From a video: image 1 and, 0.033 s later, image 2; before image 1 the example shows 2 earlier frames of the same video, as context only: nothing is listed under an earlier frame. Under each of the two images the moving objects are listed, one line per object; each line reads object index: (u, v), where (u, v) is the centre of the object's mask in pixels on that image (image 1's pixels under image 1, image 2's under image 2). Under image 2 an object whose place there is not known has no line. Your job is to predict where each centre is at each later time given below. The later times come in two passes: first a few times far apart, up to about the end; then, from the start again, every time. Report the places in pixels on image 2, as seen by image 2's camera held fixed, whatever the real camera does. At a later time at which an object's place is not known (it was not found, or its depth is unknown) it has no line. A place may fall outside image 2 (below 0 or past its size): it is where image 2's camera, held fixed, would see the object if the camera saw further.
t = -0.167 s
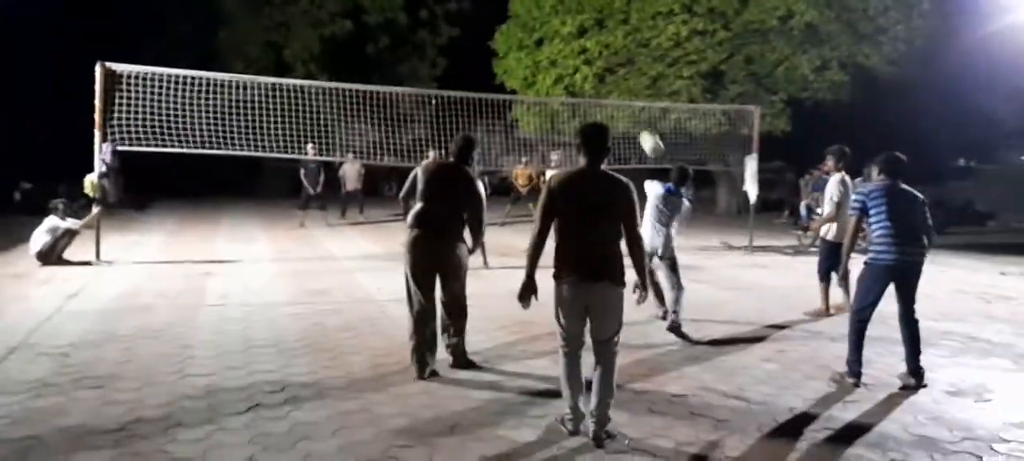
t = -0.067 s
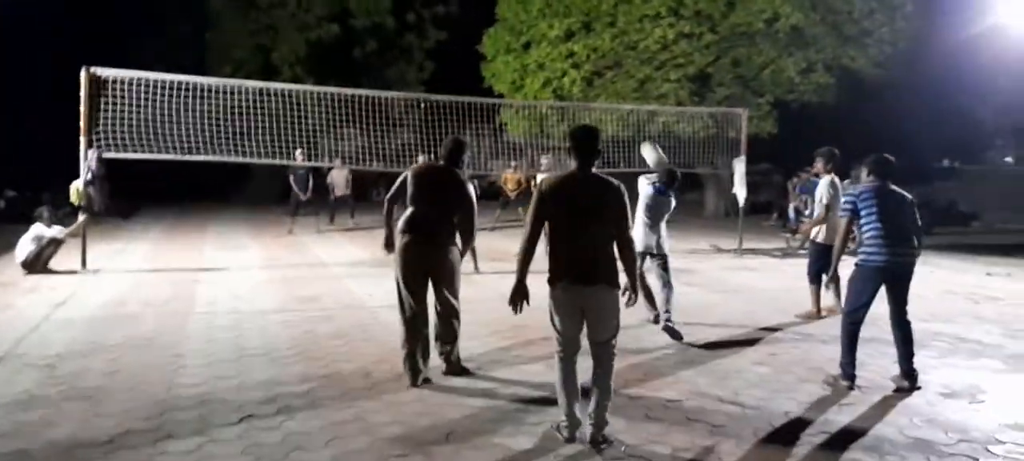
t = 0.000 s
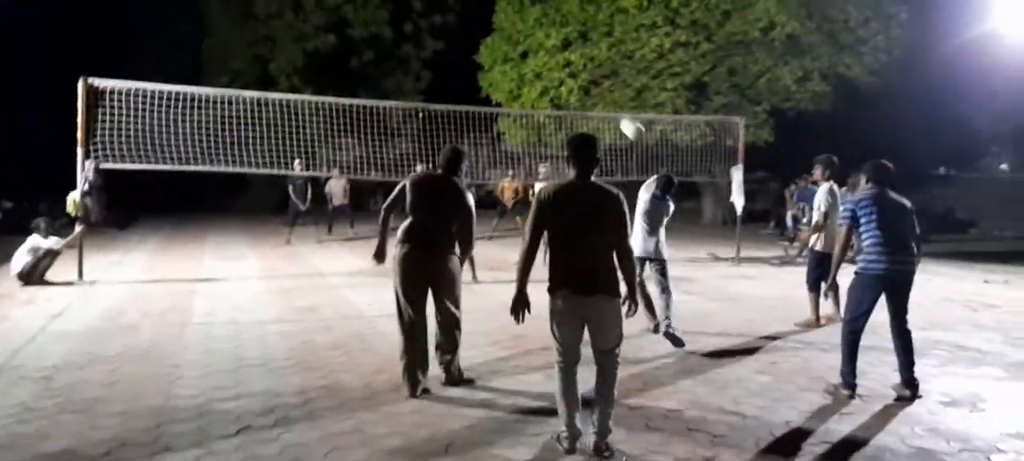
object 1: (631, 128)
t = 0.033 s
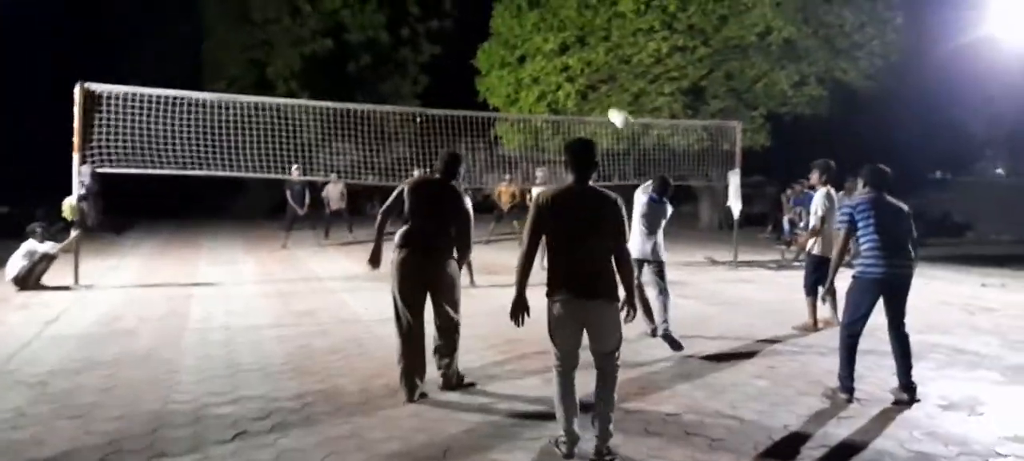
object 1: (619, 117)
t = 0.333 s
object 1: (555, 51)
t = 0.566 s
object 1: (518, 54)
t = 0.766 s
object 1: (494, 78)
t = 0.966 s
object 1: (473, 118)
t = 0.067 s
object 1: (610, 104)
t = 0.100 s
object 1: (603, 94)
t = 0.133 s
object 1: (595, 84)
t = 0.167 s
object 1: (587, 75)
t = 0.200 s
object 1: (581, 68)
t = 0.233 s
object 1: (574, 62)
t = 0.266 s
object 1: (567, 57)
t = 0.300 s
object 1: (561, 54)
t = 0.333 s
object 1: (555, 51)
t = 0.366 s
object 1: (549, 49)
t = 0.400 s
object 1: (543, 48)
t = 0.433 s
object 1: (538, 48)
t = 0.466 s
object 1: (533, 47)
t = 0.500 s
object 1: (528, 49)
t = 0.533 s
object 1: (523, 51)
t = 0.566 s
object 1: (518, 54)
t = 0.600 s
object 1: (513, 56)
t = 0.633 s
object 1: (510, 60)
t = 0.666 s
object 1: (506, 64)
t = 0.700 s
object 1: (502, 68)
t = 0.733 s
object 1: (498, 72)
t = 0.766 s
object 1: (494, 78)
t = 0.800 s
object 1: (491, 83)
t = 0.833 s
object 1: (487, 89)
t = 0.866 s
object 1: (484, 96)
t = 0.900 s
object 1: (481, 103)
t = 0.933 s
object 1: (476, 108)
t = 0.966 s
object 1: (473, 118)
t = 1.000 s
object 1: (471, 125)
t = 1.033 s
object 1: (468, 134)
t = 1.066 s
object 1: (465, 142)
